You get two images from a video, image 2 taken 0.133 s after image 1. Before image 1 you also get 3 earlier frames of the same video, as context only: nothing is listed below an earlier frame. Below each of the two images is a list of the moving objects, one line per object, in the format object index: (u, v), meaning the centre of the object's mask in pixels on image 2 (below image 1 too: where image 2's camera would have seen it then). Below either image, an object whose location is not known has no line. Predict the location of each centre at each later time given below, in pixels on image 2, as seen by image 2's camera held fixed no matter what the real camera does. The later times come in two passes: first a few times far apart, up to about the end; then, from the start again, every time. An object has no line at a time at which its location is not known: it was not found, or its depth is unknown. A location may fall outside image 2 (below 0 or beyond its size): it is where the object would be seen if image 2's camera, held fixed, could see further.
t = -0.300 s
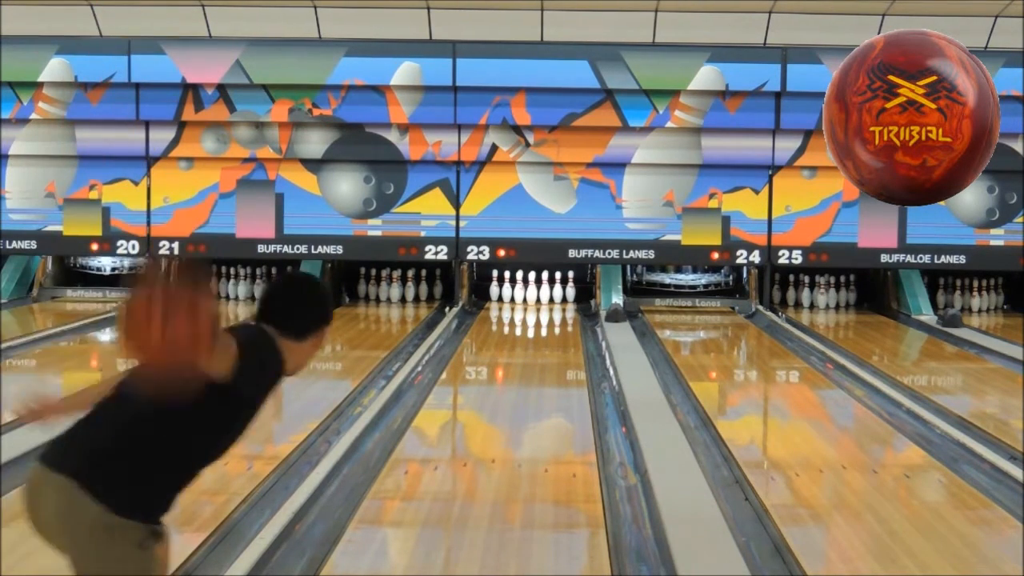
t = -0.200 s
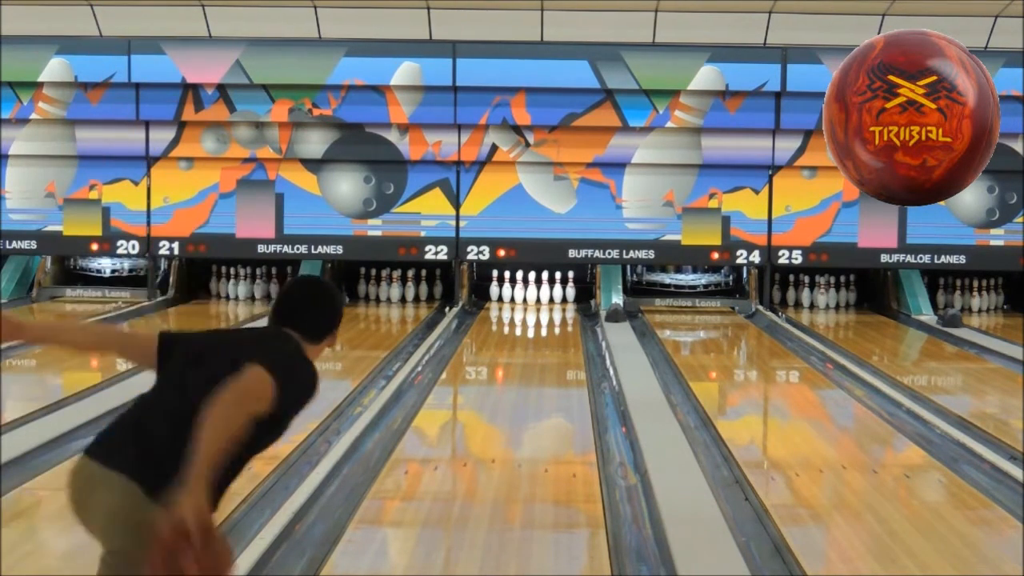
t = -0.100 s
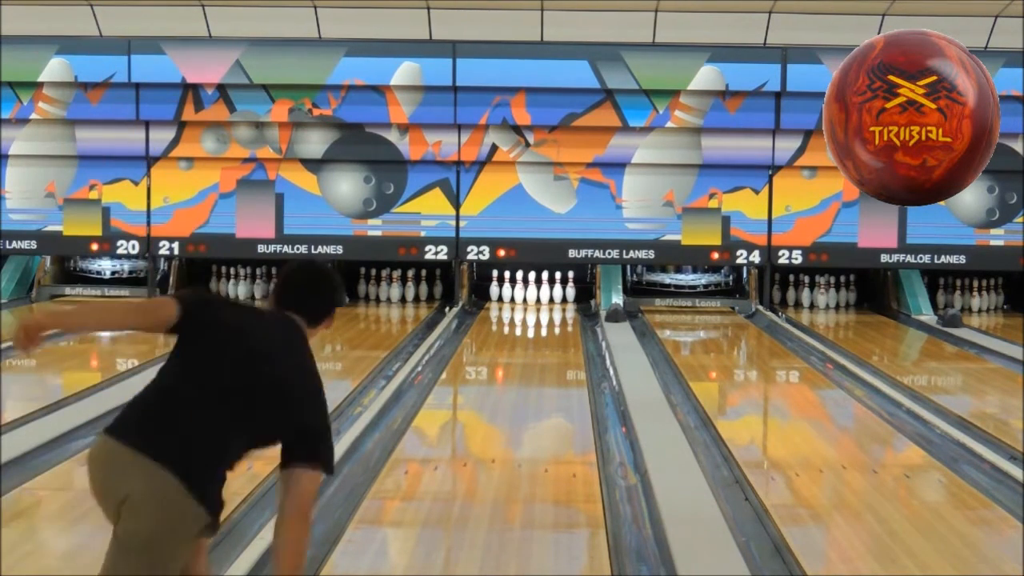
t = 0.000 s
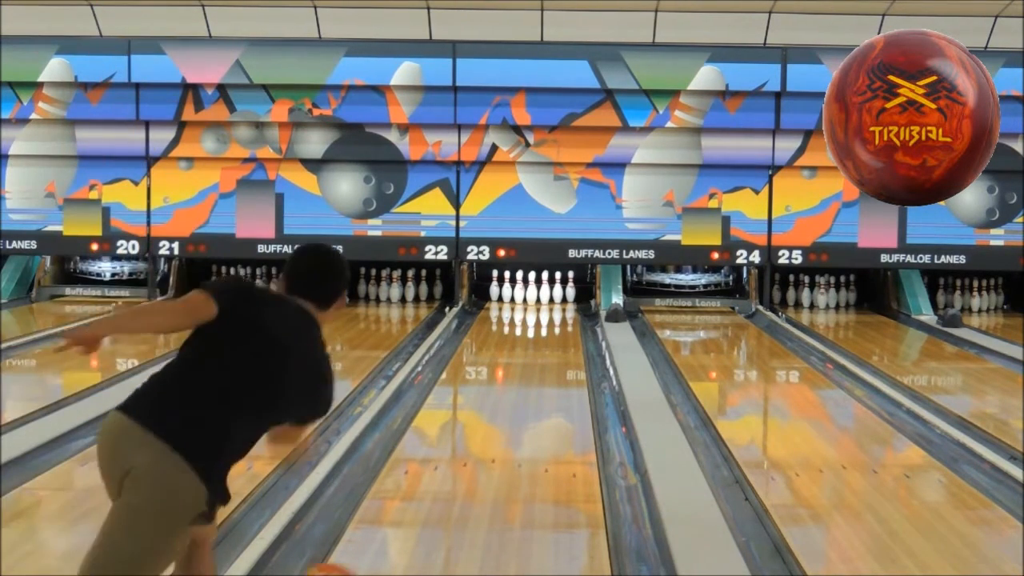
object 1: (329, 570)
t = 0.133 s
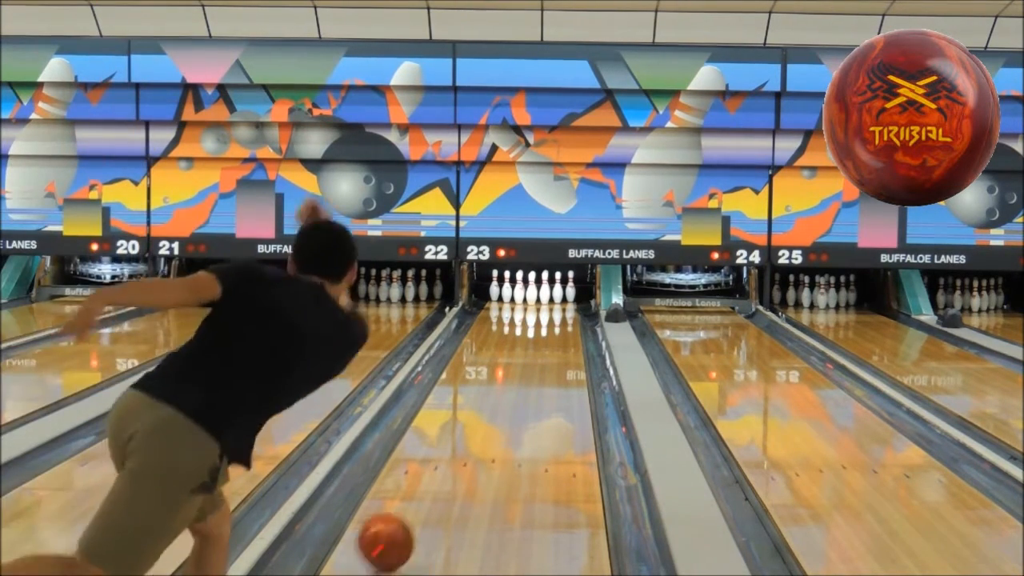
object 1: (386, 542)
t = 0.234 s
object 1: (419, 506)
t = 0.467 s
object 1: (473, 445)
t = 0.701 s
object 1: (509, 404)
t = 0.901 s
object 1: (532, 379)
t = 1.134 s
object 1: (551, 355)
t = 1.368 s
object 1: (562, 336)
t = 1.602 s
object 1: (565, 322)
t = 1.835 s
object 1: (558, 312)
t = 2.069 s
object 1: (545, 302)
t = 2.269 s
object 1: (535, 296)
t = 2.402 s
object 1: (526, 293)
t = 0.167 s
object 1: (398, 528)
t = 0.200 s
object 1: (408, 516)
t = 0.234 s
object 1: (419, 506)
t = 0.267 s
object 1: (428, 495)
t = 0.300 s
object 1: (436, 485)
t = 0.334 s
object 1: (445, 475)
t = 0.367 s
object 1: (453, 467)
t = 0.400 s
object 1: (460, 459)
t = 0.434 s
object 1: (466, 452)
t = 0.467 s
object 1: (473, 445)
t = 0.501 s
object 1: (479, 437)
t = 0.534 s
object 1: (485, 431)
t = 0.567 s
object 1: (490, 425)
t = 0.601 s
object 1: (495, 420)
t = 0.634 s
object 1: (500, 414)
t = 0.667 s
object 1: (505, 409)
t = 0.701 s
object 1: (509, 404)
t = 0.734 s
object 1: (513, 399)
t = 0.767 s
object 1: (517, 395)
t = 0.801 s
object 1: (521, 391)
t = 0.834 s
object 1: (525, 386)
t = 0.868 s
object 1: (528, 382)
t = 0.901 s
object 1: (532, 379)
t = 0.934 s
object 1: (535, 374)
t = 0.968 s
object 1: (538, 371)
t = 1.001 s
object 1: (541, 368)
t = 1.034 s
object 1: (543, 364)
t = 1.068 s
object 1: (546, 361)
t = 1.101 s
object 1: (548, 359)
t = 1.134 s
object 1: (551, 355)
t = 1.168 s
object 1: (553, 352)
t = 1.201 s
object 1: (555, 349)
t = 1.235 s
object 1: (557, 346)
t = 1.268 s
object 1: (558, 344)
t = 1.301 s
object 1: (560, 342)
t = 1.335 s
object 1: (561, 339)
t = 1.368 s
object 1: (562, 336)
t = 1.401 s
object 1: (563, 334)
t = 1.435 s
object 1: (564, 332)
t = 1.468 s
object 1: (565, 330)
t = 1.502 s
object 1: (565, 328)
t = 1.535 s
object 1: (565, 326)
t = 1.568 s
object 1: (565, 324)
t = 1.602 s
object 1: (565, 322)
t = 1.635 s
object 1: (565, 320)
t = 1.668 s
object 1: (564, 319)
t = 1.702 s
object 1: (563, 317)
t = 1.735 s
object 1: (562, 315)
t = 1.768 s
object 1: (561, 314)
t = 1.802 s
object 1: (559, 312)
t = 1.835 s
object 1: (558, 312)
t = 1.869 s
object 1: (556, 309)
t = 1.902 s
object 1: (555, 308)
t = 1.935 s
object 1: (553, 307)
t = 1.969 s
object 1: (551, 305)
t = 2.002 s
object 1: (548, 304)
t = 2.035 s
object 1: (546, 303)
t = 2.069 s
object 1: (545, 302)
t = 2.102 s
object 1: (543, 301)
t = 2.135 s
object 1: (540, 299)
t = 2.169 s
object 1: (538, 298)
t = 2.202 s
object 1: (535, 297)
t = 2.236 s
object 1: (535, 296)
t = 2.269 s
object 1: (535, 296)
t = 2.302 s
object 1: (533, 295)
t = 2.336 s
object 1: (531, 294)
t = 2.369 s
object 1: (528, 293)
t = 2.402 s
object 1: (526, 293)
